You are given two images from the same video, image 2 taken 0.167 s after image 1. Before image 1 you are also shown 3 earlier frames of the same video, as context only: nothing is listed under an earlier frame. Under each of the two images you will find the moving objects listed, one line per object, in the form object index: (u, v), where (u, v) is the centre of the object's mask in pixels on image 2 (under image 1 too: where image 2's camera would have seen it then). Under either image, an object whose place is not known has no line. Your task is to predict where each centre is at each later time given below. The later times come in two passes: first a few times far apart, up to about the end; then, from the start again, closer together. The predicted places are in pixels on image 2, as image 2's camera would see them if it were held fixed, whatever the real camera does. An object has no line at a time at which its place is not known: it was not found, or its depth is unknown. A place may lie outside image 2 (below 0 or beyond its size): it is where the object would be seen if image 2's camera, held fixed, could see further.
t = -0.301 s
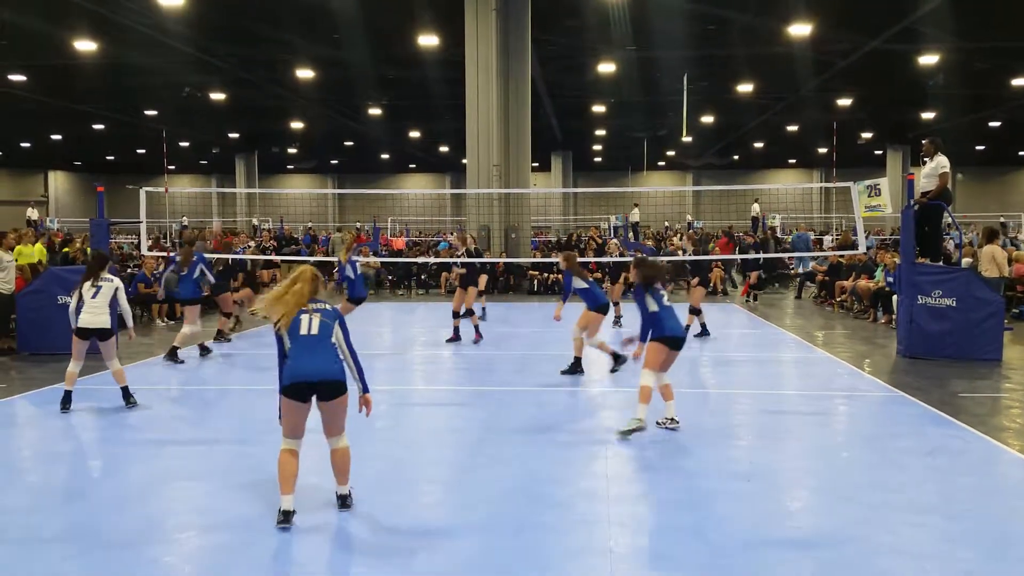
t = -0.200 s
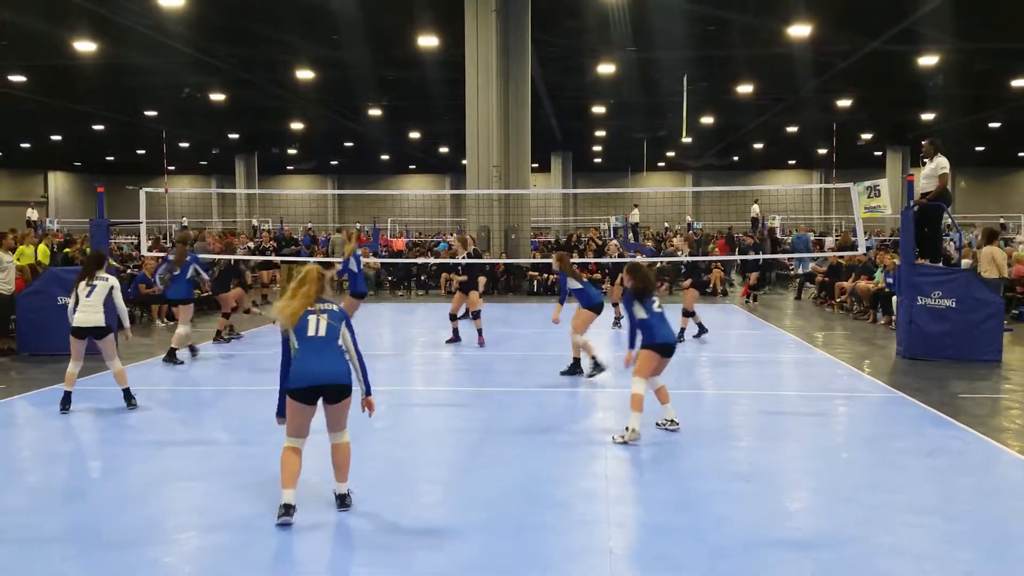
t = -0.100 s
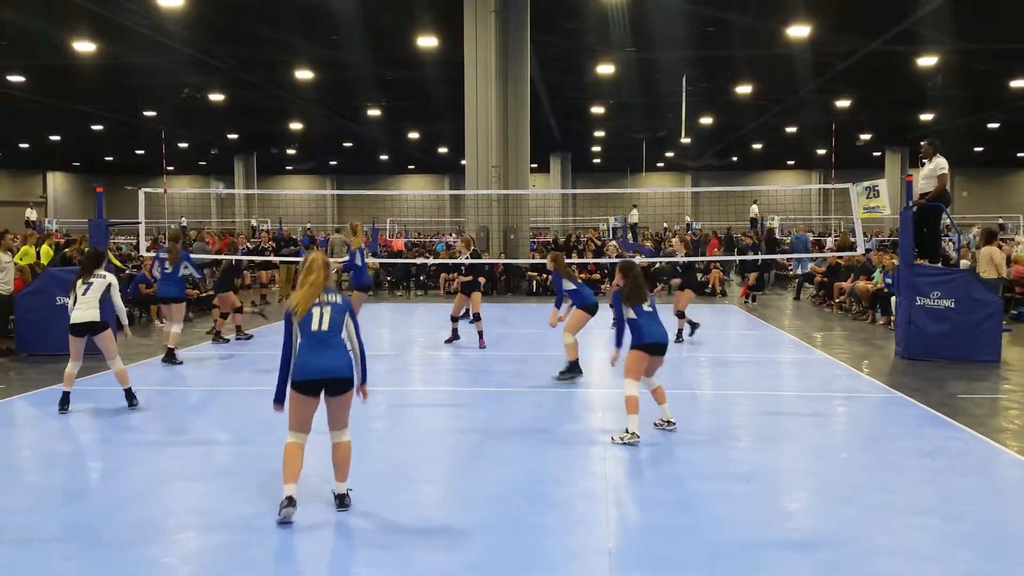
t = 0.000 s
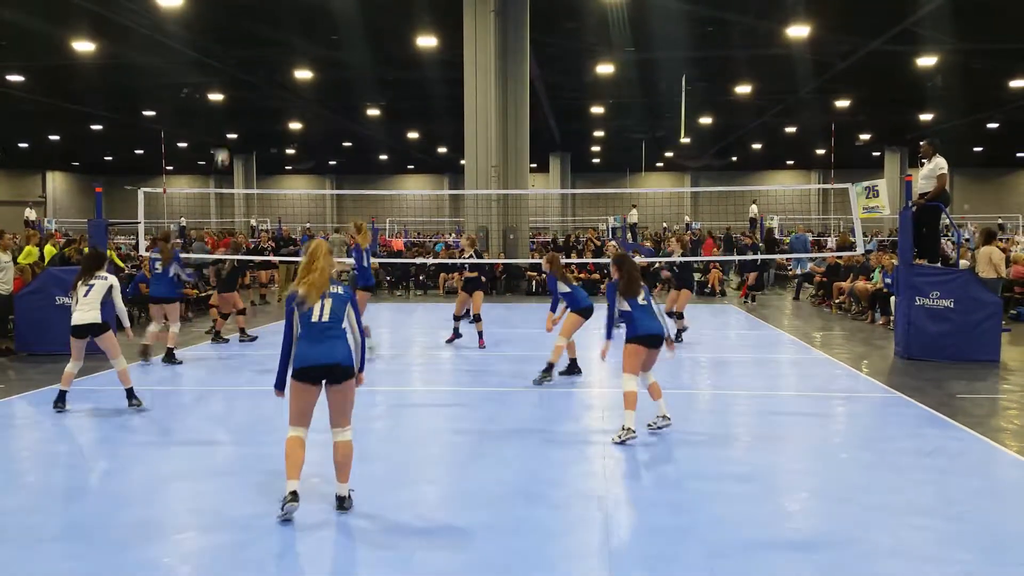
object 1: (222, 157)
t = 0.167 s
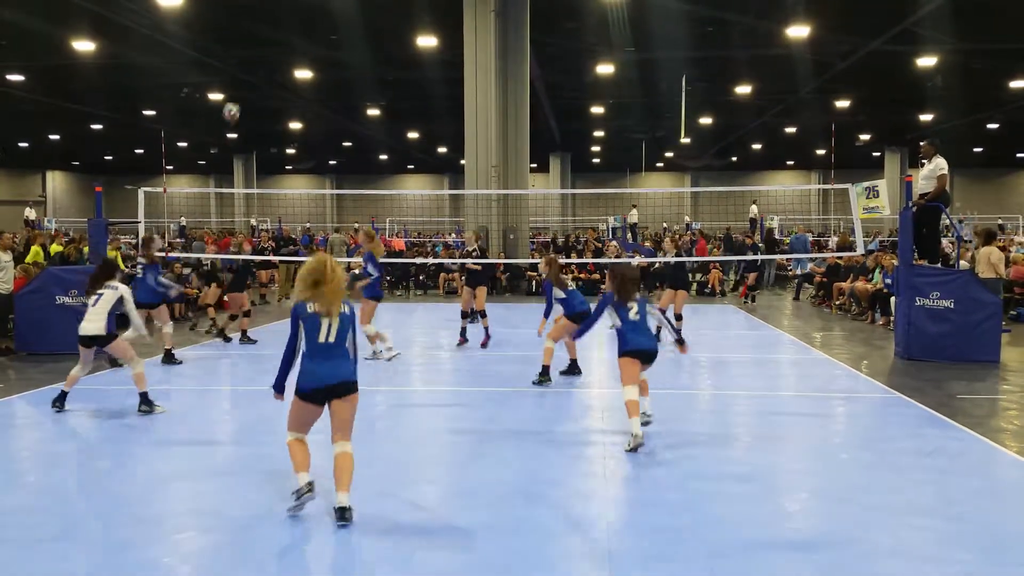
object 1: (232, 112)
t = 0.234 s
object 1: (239, 96)
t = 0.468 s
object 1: (261, 63)
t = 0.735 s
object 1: (297, 87)
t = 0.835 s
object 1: (316, 120)
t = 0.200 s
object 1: (237, 104)
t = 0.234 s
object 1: (239, 96)
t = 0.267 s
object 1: (242, 89)
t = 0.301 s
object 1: (244, 84)
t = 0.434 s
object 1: (255, 66)
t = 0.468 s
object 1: (261, 63)
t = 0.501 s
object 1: (265, 62)
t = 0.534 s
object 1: (268, 62)
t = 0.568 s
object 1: (274, 63)
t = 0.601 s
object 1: (276, 65)
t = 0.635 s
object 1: (282, 68)
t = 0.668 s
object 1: (285, 72)
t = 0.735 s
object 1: (297, 87)
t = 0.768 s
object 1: (305, 97)
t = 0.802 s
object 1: (309, 107)
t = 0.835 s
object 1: (316, 120)
